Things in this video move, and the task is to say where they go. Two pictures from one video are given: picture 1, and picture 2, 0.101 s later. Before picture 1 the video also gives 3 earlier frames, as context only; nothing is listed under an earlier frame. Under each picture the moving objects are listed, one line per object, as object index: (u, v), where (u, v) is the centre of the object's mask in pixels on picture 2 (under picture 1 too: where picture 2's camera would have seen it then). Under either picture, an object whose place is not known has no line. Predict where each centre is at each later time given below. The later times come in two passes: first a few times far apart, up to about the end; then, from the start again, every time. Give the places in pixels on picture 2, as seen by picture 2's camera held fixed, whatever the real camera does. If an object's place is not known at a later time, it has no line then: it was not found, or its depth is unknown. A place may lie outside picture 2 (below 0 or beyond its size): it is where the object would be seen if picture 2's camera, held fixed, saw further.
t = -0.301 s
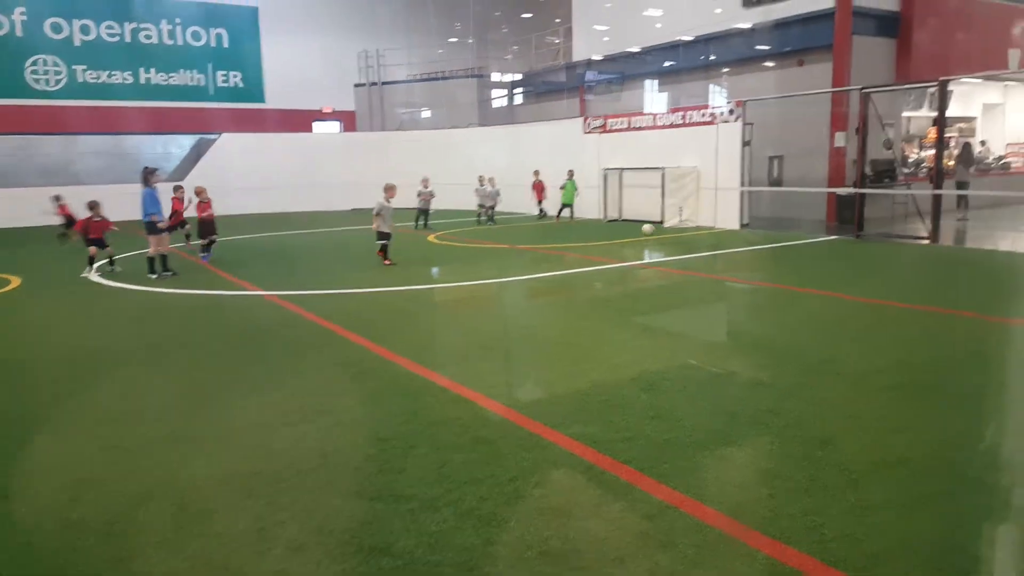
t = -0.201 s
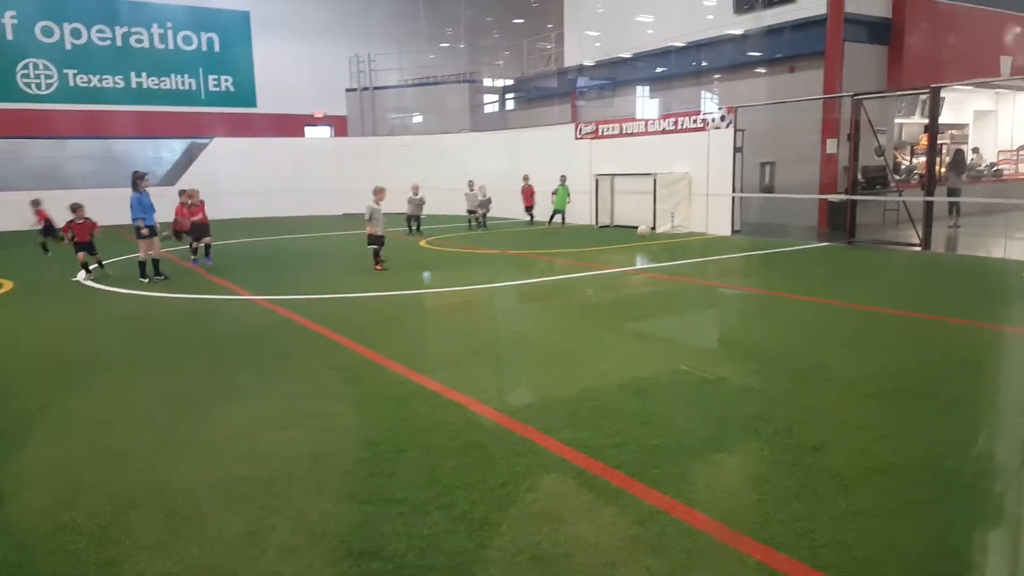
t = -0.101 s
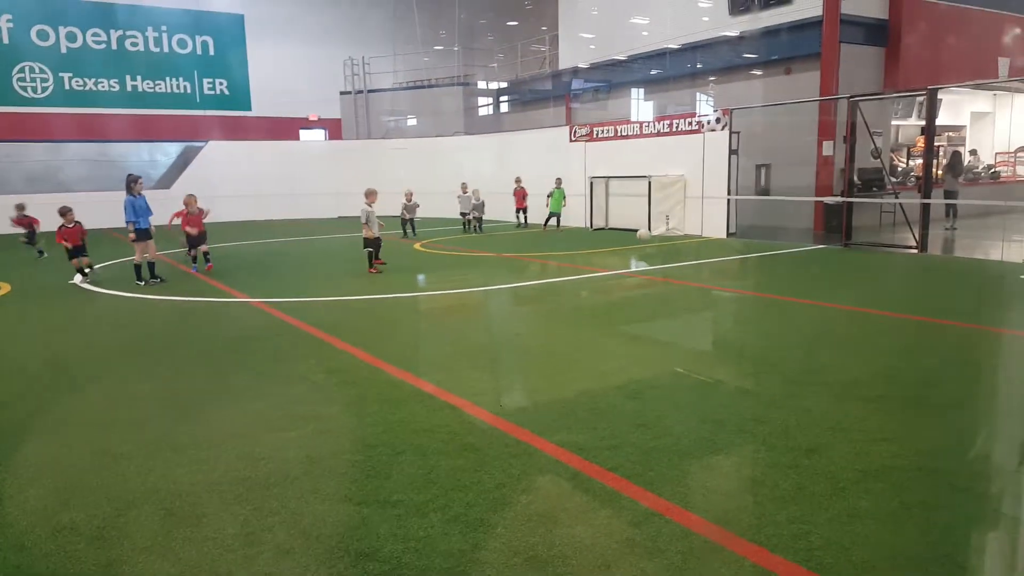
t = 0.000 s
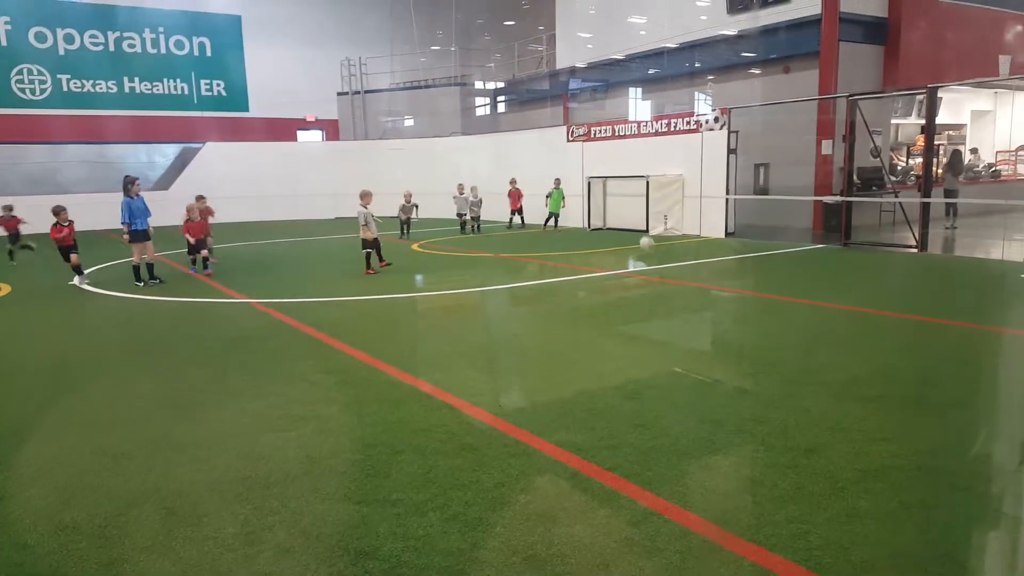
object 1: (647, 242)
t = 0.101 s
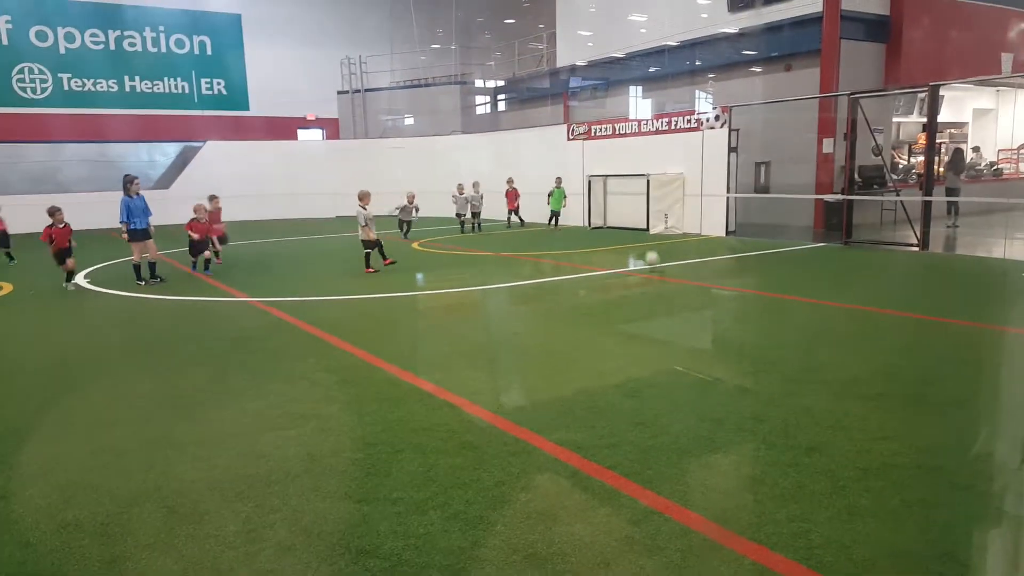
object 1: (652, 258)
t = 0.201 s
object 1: (658, 263)
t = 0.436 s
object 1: (671, 278)
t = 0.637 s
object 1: (686, 289)
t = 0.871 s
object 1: (704, 304)
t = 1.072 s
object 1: (724, 321)
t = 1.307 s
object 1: (755, 344)
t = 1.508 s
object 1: (787, 371)
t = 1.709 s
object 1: (829, 406)
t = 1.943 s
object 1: (897, 463)
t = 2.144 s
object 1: (970, 533)
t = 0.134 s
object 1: (654, 265)
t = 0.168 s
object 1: (657, 264)
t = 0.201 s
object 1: (658, 263)
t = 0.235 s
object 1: (659, 263)
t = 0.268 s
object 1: (661, 263)
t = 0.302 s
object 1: (663, 264)
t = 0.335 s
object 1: (665, 267)
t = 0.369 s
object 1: (667, 271)
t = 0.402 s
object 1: (669, 275)
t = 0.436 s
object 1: (671, 278)
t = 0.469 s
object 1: (673, 279)
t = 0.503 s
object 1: (676, 280)
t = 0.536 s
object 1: (677, 282)
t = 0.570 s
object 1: (680, 285)
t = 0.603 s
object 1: (682, 287)
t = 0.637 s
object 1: (686, 289)
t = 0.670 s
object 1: (688, 291)
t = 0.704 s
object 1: (690, 293)
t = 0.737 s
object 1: (692, 295)
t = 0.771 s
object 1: (696, 298)
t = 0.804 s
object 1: (698, 299)
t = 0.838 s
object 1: (701, 301)
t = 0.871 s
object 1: (704, 304)
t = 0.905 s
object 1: (707, 306)
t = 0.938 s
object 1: (711, 310)
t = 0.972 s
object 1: (715, 312)
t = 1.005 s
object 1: (717, 315)
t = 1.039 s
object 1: (720, 318)
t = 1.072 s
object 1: (724, 321)
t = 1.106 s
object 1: (729, 324)
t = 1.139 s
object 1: (733, 327)
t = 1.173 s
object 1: (737, 331)
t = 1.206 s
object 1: (741, 334)
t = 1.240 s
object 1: (744, 337)
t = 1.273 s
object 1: (750, 341)
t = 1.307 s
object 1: (755, 344)
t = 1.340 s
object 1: (759, 349)
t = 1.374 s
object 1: (763, 353)
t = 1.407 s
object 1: (769, 357)
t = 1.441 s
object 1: (775, 362)
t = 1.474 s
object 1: (781, 366)
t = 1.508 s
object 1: (787, 371)
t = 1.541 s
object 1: (793, 376)
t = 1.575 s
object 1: (799, 381)
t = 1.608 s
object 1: (806, 387)
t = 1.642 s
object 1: (814, 394)
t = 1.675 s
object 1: (822, 399)
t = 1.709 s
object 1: (829, 406)
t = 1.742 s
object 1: (837, 412)
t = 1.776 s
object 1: (845, 420)
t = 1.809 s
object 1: (855, 428)
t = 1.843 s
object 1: (866, 435)
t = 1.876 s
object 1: (875, 446)
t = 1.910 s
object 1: (885, 453)
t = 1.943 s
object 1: (897, 463)
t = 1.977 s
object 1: (909, 474)
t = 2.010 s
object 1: (923, 485)
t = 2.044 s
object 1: (938, 496)
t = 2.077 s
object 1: (950, 508)
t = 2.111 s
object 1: (962, 521)
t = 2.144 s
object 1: (970, 533)
